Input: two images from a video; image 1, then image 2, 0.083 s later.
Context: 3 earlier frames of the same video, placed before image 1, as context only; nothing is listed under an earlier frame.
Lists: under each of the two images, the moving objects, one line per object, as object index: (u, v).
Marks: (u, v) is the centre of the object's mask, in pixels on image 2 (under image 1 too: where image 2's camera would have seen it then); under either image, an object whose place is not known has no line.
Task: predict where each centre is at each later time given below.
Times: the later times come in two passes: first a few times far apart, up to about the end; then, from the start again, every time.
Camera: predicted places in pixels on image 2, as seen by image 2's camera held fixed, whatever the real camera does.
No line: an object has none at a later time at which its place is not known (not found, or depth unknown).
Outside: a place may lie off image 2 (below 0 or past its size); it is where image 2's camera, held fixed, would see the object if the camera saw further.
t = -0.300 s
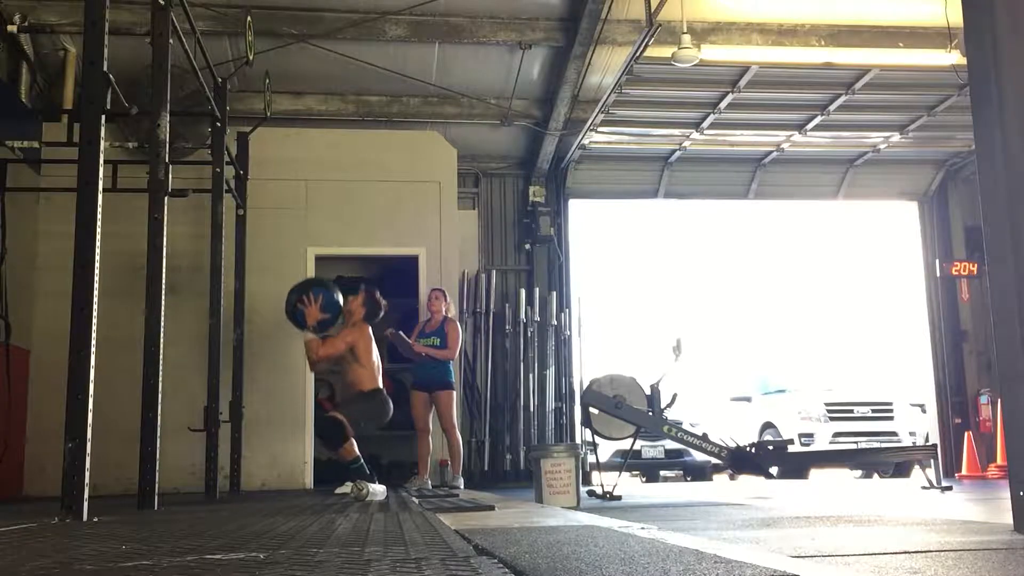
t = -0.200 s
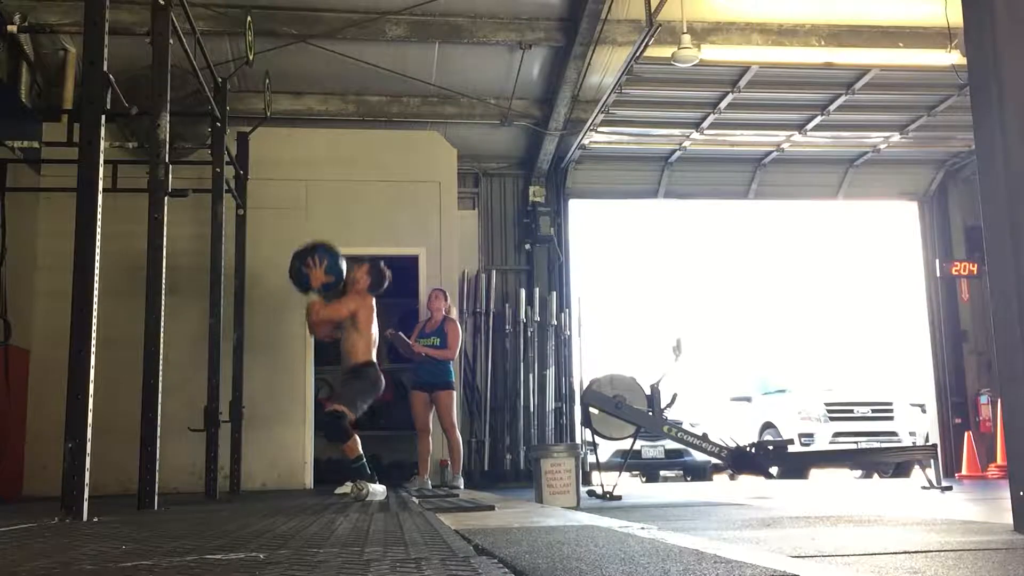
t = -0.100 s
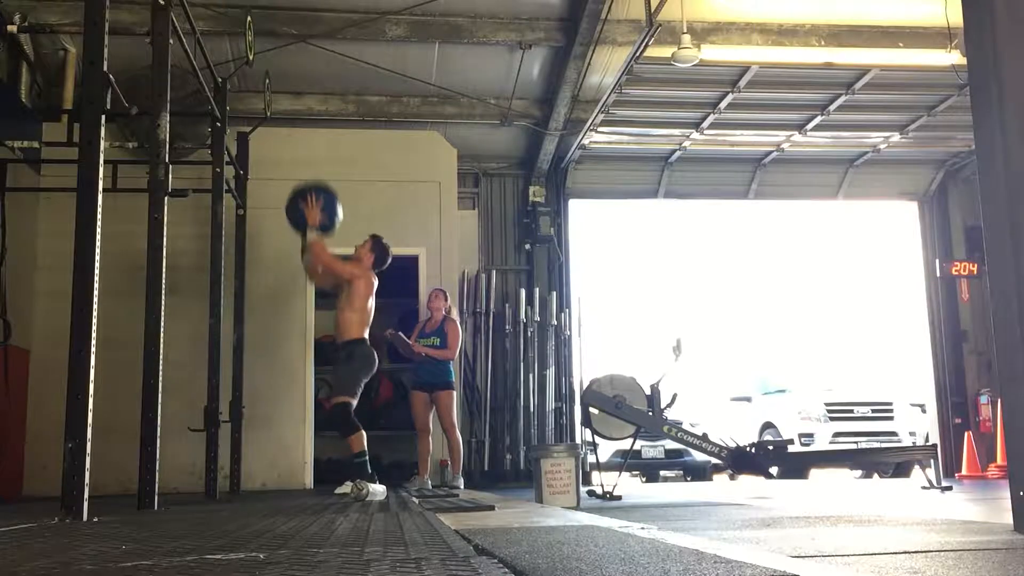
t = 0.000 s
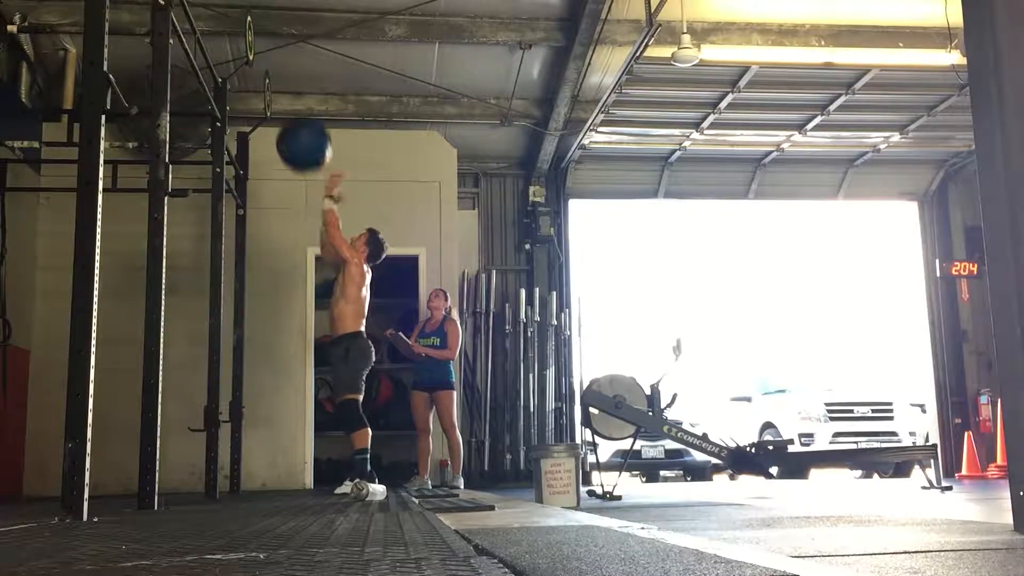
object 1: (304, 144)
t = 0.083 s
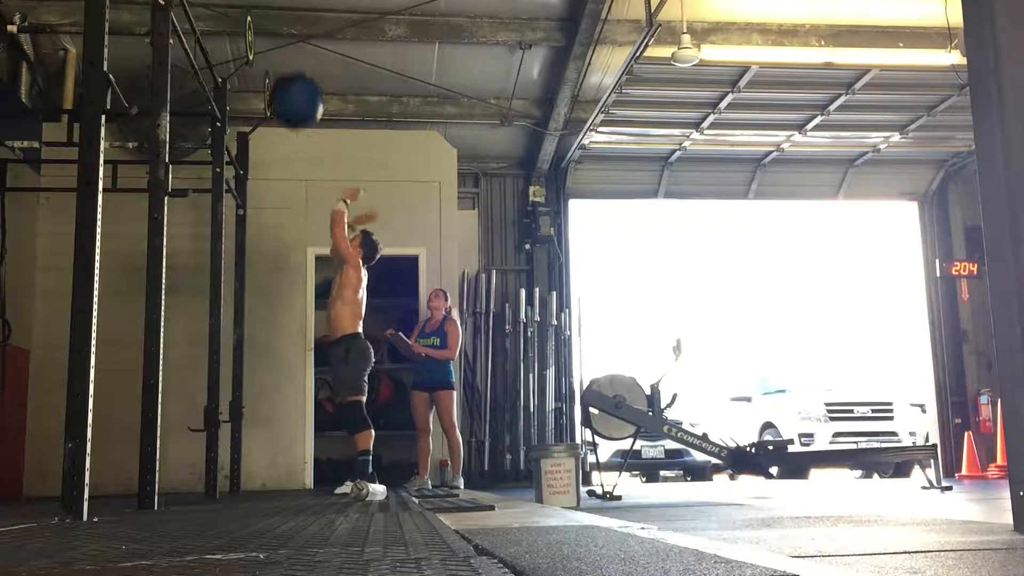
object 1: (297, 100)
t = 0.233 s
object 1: (281, 47)
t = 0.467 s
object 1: (282, 31)
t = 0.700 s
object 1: (299, 91)
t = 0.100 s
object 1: (295, 92)
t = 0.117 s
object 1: (292, 85)
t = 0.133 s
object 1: (290, 78)
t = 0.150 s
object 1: (289, 72)
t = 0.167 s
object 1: (287, 66)
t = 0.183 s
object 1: (286, 61)
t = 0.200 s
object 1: (284, 57)
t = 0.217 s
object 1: (282, 51)
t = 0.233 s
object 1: (281, 47)
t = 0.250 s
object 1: (279, 43)
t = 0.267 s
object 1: (278, 40)
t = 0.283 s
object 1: (277, 37)
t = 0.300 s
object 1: (276, 35)
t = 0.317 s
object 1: (274, 33)
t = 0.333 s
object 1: (274, 31)
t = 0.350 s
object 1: (275, 30)
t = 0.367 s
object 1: (276, 29)
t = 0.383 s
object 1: (276, 29)
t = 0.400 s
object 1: (277, 28)
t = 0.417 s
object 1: (279, 29)
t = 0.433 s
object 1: (280, 29)
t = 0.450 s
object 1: (281, 30)
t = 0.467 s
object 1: (282, 31)
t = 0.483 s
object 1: (283, 34)
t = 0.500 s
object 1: (284, 35)
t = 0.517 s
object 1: (286, 38)
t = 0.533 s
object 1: (287, 41)
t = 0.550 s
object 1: (288, 44)
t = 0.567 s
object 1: (289, 48)
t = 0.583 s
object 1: (291, 52)
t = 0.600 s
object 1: (292, 56)
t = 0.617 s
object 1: (293, 61)
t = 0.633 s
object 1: (294, 66)
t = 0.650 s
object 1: (296, 72)
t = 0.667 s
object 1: (297, 78)
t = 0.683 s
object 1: (298, 85)
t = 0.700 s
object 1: (299, 91)
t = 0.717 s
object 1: (300, 97)
